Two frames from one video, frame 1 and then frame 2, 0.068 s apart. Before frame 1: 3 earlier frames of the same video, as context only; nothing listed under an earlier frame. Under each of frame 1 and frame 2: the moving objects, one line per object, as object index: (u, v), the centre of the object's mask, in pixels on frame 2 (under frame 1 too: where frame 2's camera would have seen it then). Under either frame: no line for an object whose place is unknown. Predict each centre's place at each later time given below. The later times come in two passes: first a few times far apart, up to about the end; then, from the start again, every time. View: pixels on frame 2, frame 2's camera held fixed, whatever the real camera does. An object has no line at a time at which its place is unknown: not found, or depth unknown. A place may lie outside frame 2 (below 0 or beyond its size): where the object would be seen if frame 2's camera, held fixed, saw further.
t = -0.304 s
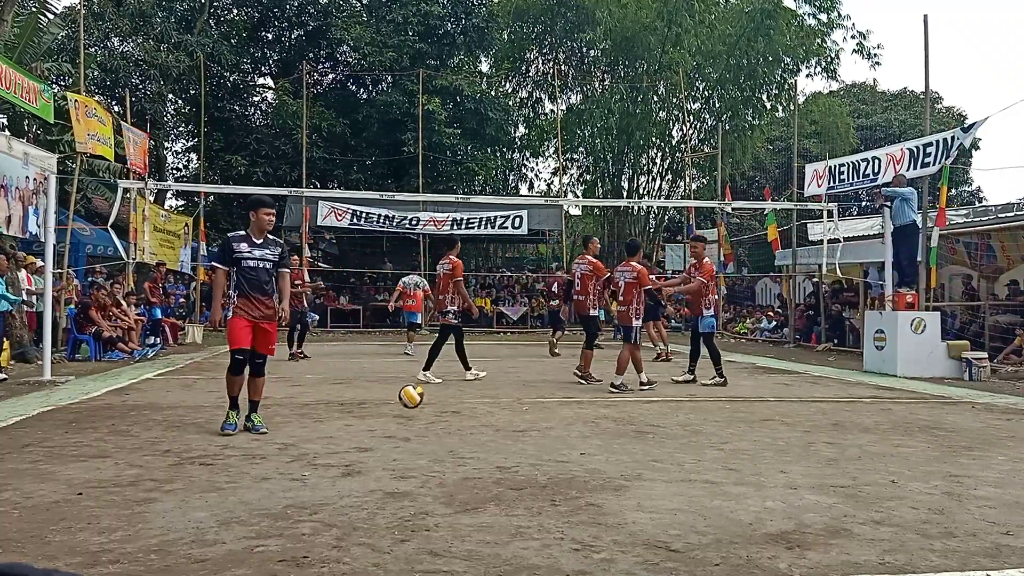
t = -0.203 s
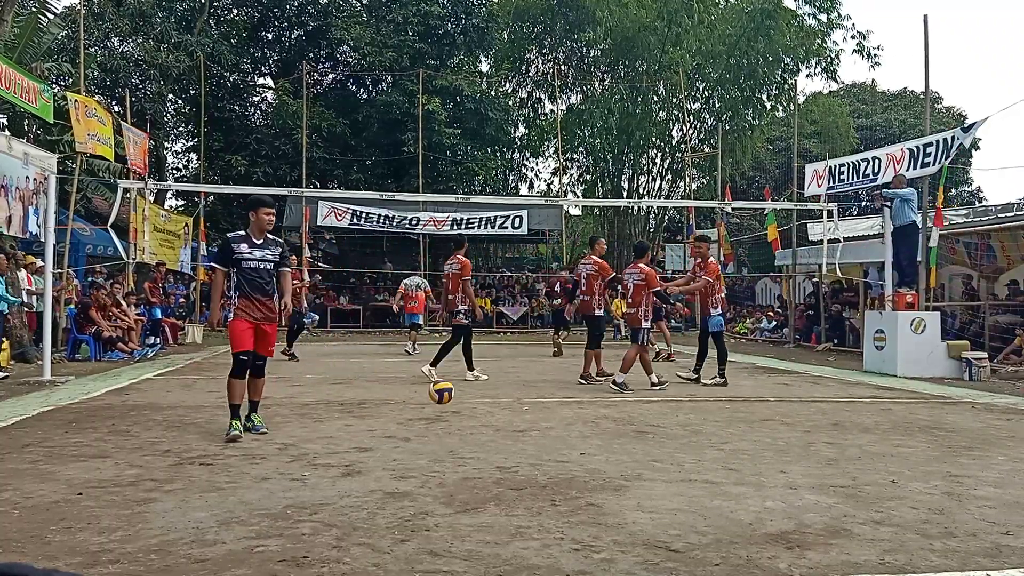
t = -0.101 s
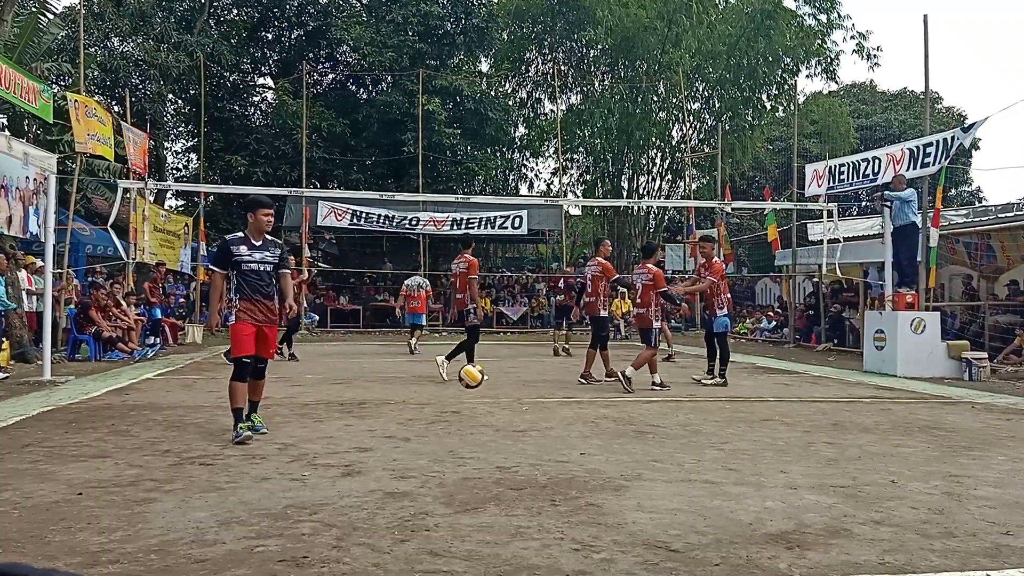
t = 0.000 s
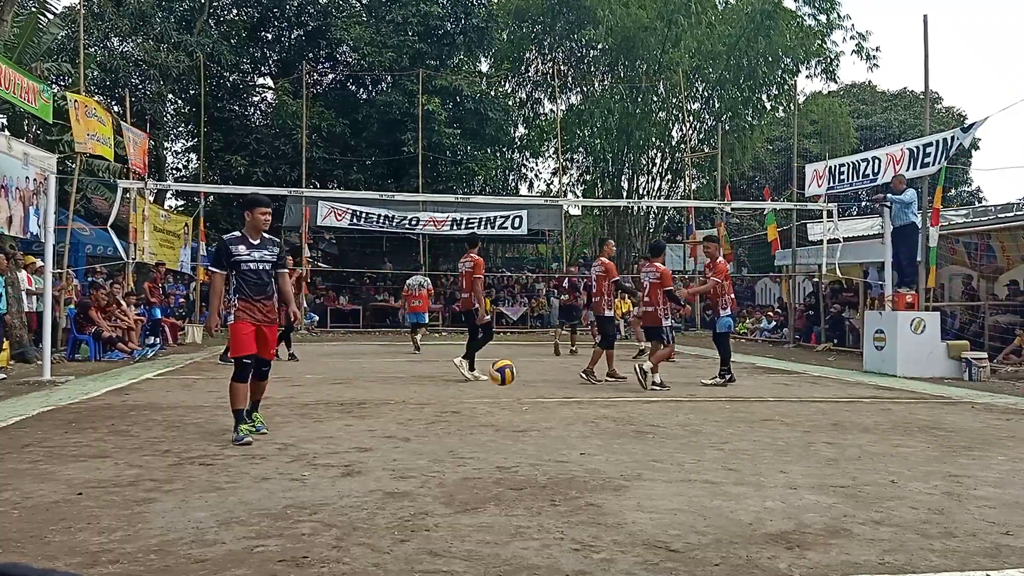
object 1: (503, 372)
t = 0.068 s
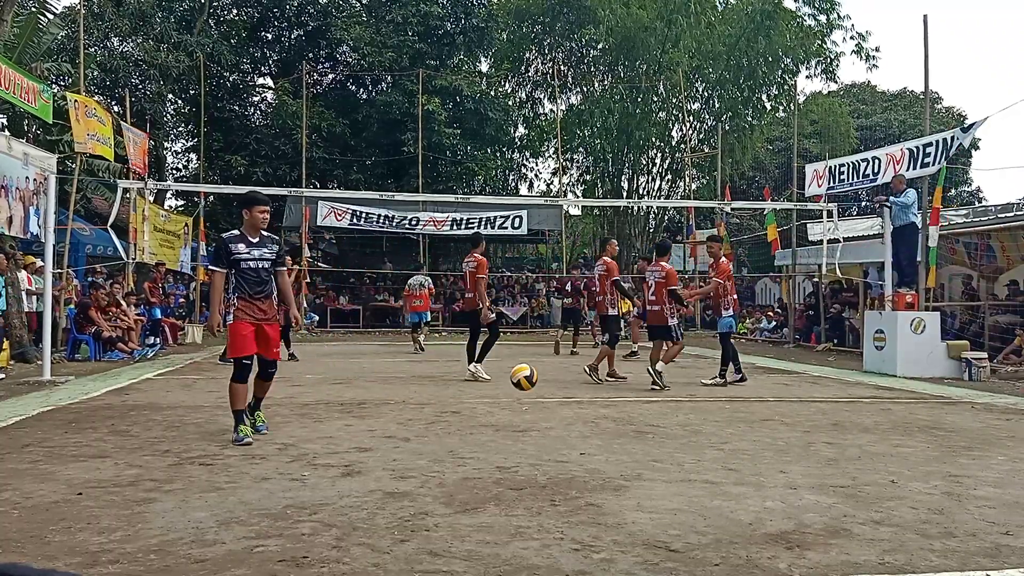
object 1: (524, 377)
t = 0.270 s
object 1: (592, 417)
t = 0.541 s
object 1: (693, 396)
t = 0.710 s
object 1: (763, 436)
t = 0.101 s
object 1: (534, 382)
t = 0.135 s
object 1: (546, 388)
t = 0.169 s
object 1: (557, 395)
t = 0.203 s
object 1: (568, 405)
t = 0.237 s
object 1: (580, 416)
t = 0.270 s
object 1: (592, 417)
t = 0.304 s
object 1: (603, 409)
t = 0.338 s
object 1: (616, 404)
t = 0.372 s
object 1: (628, 398)
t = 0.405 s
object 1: (641, 395)
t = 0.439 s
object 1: (654, 393)
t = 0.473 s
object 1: (667, 392)
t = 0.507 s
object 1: (679, 394)
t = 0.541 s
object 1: (693, 396)
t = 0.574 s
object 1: (707, 401)
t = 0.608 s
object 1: (720, 407)
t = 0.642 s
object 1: (734, 415)
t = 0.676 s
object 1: (749, 425)
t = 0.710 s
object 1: (763, 436)
